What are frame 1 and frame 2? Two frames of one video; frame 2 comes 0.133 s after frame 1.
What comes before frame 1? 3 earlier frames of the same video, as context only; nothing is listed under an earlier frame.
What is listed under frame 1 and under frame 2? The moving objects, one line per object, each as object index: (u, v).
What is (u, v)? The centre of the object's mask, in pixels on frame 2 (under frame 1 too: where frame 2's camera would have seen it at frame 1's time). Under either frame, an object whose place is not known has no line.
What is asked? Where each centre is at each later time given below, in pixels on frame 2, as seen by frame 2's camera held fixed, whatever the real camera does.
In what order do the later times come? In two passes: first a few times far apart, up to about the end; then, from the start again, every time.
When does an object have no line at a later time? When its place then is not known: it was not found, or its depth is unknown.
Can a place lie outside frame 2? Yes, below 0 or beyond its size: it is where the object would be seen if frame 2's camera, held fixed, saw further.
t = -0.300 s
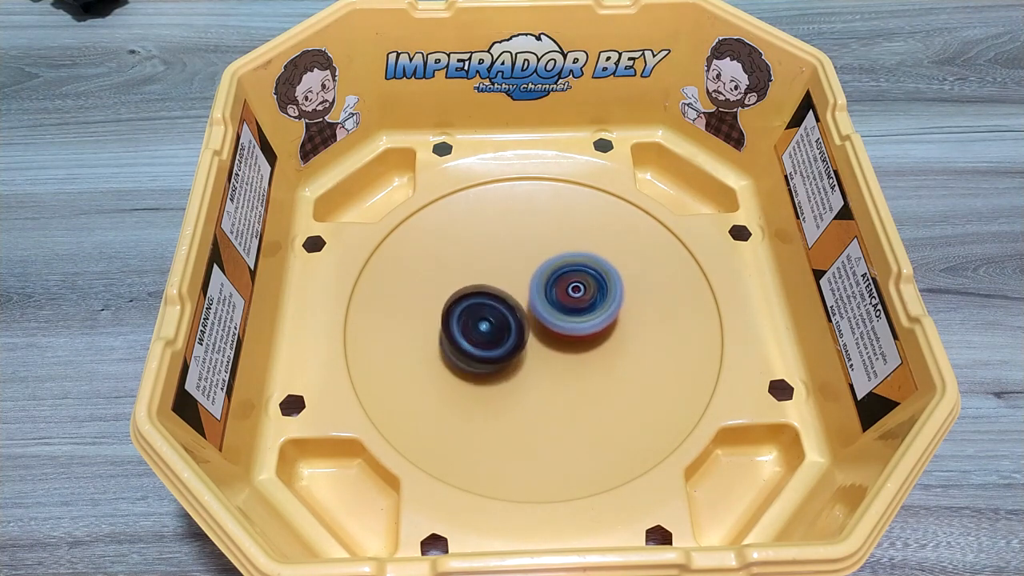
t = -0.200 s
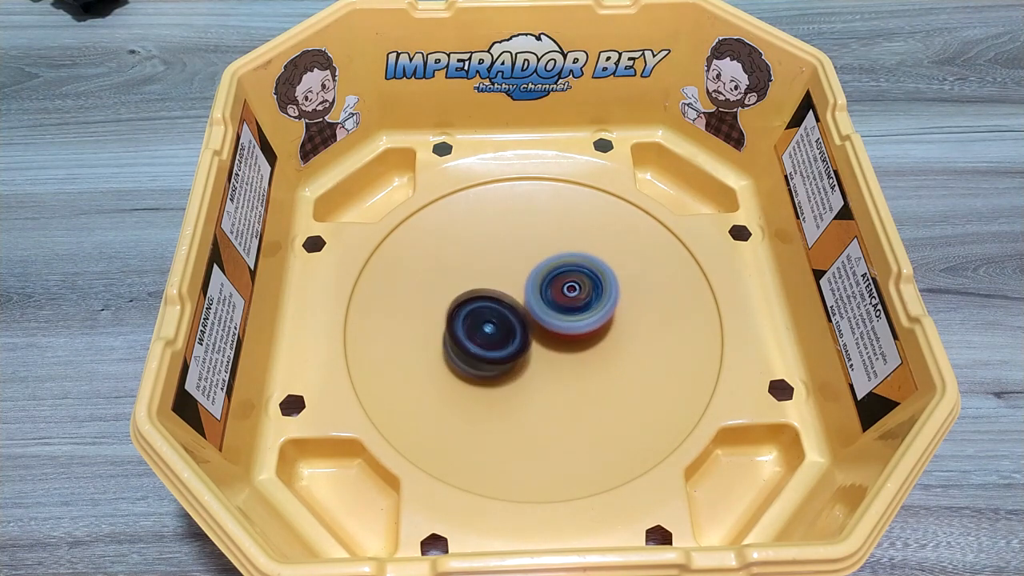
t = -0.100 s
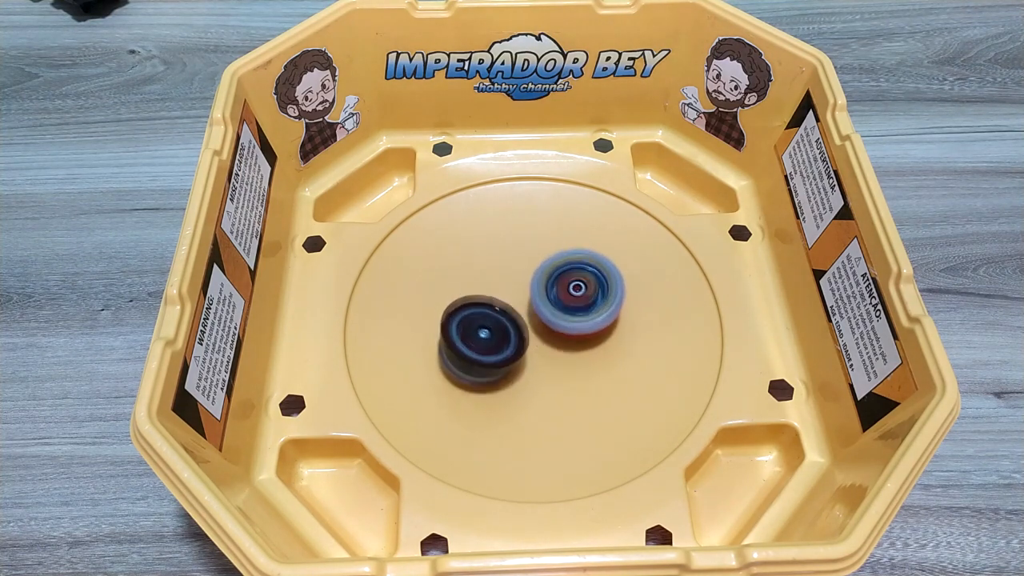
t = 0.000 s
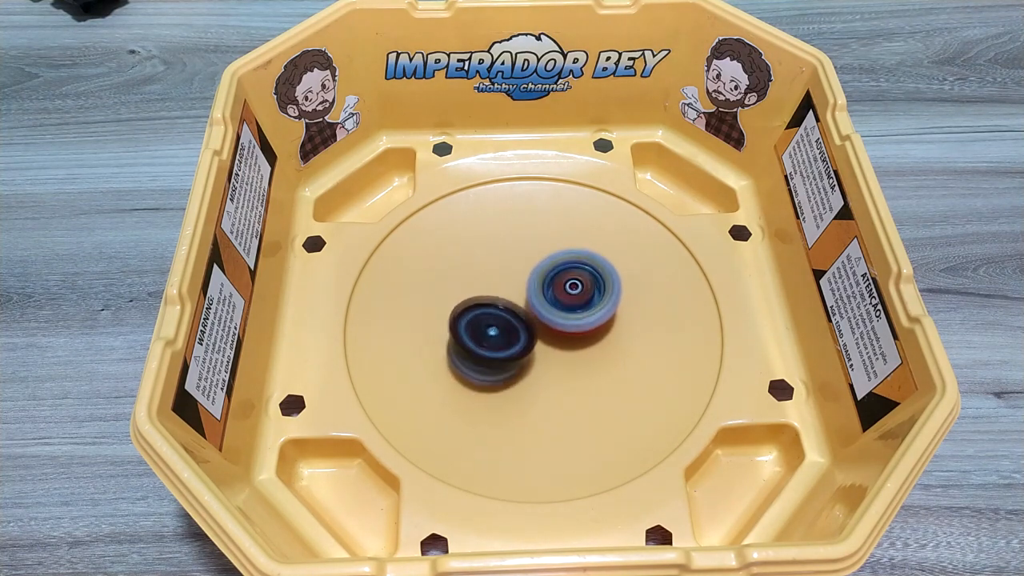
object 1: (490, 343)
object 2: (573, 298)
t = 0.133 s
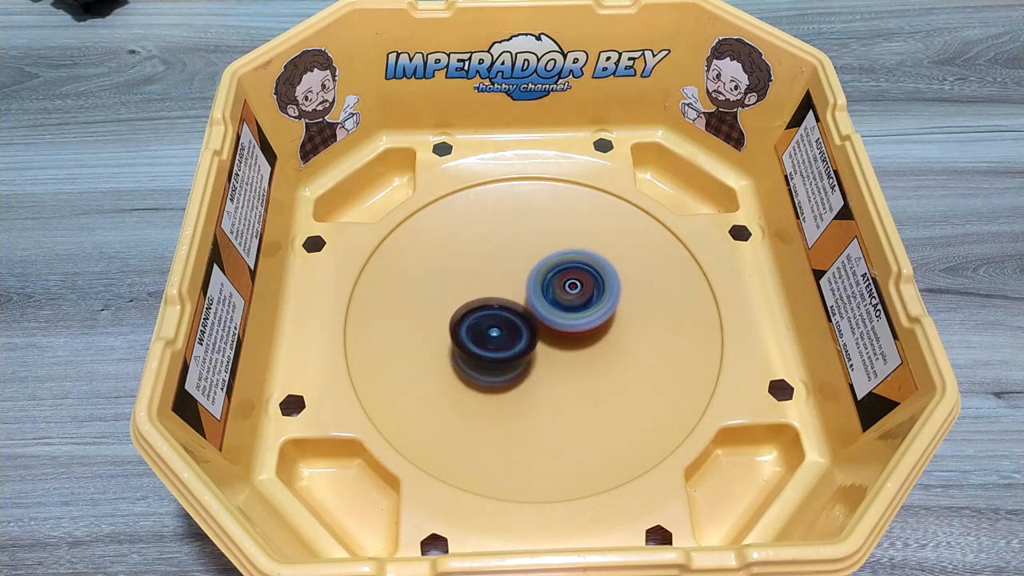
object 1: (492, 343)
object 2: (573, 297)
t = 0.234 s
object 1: (493, 345)
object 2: (573, 297)
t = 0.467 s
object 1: (498, 347)
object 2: (569, 294)
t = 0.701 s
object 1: (497, 346)
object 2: (566, 292)
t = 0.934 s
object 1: (497, 353)
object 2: (560, 291)
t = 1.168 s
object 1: (494, 367)
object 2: (558, 285)
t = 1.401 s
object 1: (500, 358)
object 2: (559, 280)
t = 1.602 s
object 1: (502, 349)
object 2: (556, 282)
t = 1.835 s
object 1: (494, 352)
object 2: (554, 286)
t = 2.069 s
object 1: (494, 362)
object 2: (549, 287)
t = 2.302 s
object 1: (500, 371)
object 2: (541, 288)
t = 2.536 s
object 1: (511, 367)
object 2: (537, 285)
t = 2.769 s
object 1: (516, 360)
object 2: (543, 279)
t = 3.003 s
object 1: (511, 358)
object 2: (545, 282)
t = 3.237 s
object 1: (499, 372)
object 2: (546, 289)
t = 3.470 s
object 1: (502, 367)
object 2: (546, 288)
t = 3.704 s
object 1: (513, 361)
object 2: (545, 282)
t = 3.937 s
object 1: (513, 366)
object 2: (546, 282)
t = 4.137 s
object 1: (515, 364)
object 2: (541, 284)
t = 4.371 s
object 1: (517, 368)
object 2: (539, 281)
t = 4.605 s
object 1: (519, 360)
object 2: (538, 278)
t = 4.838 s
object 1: (522, 363)
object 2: (536, 281)
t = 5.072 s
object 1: (517, 367)
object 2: (530, 284)
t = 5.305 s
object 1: (514, 368)
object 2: (532, 281)
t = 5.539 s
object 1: (515, 360)
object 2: (534, 278)
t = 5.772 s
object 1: (521, 369)
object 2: (533, 283)
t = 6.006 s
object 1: (512, 367)
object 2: (534, 284)
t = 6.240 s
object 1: (505, 358)
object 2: (531, 281)
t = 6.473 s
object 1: (503, 373)
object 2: (532, 287)
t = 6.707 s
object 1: (500, 367)
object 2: (531, 287)
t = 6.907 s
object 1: (501, 372)
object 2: (537, 286)
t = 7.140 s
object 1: (497, 367)
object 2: (541, 295)
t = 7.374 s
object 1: (495, 369)
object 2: (551, 299)
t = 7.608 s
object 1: (484, 378)
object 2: (546, 302)
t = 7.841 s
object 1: (504, 375)
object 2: (549, 299)
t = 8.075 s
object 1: (523, 372)
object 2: (572, 291)
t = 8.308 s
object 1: (521, 362)
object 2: (581, 290)
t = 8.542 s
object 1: (522, 375)
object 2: (556, 287)
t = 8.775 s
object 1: (524, 368)
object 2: (553, 287)
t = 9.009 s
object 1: (521, 364)
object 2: (549, 290)
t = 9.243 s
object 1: (523, 370)
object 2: (549, 289)
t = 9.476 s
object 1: (513, 366)
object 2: (548, 288)
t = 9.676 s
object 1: (512, 368)
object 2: (536, 291)
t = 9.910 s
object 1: (503, 369)
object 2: (532, 292)
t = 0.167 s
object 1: (493, 343)
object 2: (572, 297)
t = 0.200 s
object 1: (493, 344)
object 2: (573, 297)
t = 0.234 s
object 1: (493, 345)
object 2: (573, 297)
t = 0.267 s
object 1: (494, 345)
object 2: (571, 297)
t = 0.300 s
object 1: (496, 345)
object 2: (571, 297)
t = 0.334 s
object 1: (497, 346)
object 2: (571, 296)
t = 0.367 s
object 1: (497, 348)
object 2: (571, 295)
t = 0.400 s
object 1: (497, 348)
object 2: (570, 296)
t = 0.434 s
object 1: (498, 348)
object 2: (569, 295)
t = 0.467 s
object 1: (498, 347)
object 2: (569, 294)
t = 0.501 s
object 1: (496, 350)
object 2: (570, 294)
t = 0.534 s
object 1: (495, 351)
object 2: (569, 294)
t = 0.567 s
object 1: (495, 350)
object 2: (568, 293)
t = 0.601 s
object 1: (495, 350)
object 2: (568, 292)
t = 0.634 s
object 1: (495, 349)
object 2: (567, 293)
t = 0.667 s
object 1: (496, 347)
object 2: (566, 292)
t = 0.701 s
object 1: (497, 346)
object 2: (566, 292)
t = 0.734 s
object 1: (497, 347)
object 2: (566, 292)
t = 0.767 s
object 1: (497, 348)
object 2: (565, 292)
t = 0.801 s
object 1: (496, 351)
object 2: (563, 291)
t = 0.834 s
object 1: (496, 352)
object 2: (562, 291)
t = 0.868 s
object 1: (496, 352)
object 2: (561, 291)
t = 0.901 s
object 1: (497, 352)
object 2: (560, 291)
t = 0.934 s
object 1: (497, 353)
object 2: (560, 291)
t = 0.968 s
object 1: (498, 354)
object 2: (558, 290)
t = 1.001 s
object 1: (496, 358)
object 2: (559, 289)
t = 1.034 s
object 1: (492, 363)
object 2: (560, 286)
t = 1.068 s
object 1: (490, 367)
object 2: (560, 287)
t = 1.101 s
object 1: (491, 368)
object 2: (559, 287)
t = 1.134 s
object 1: (492, 368)
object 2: (557, 286)
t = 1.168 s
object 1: (494, 367)
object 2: (558, 285)
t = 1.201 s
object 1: (496, 365)
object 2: (557, 285)
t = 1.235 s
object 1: (499, 362)
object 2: (556, 285)
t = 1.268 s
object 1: (501, 360)
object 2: (556, 284)
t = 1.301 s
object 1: (503, 356)
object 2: (556, 283)
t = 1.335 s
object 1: (505, 353)
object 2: (557, 282)
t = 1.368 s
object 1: (502, 356)
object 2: (559, 281)
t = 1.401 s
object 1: (500, 358)
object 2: (559, 280)
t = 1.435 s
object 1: (499, 358)
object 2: (559, 282)
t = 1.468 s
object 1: (499, 358)
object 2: (557, 282)
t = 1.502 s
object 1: (500, 356)
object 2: (557, 282)
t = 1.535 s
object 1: (501, 354)
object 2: (557, 282)
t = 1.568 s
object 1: (502, 352)
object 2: (557, 282)
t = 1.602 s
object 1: (502, 349)
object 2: (556, 282)
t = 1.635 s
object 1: (502, 348)
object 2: (556, 283)
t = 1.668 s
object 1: (501, 347)
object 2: (556, 284)
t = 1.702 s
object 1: (499, 348)
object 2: (556, 284)
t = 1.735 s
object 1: (496, 349)
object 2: (555, 285)
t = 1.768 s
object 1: (496, 348)
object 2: (554, 286)
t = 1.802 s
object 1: (495, 349)
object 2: (554, 286)
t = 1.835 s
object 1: (494, 352)
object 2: (554, 286)
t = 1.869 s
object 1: (493, 354)
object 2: (552, 287)
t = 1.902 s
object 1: (494, 354)
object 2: (550, 286)
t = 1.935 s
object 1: (495, 354)
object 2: (550, 286)
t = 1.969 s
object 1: (495, 353)
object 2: (550, 286)
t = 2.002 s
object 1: (496, 355)
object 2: (549, 286)
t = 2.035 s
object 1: (496, 358)
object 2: (549, 286)
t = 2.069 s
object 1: (494, 362)
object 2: (549, 287)
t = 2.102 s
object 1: (493, 368)
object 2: (547, 288)
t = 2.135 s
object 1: (493, 371)
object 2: (546, 288)
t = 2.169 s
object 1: (494, 373)
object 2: (545, 287)
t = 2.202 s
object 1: (495, 373)
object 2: (545, 288)
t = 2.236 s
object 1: (496, 374)
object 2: (543, 289)
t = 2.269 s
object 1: (498, 373)
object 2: (542, 289)
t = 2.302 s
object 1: (500, 371)
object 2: (541, 288)
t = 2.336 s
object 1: (503, 370)
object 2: (541, 289)
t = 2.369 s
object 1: (505, 368)
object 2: (540, 288)
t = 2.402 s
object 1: (506, 371)
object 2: (540, 288)
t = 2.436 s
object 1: (506, 371)
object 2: (541, 288)
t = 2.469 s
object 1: (508, 371)
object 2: (539, 287)
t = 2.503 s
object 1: (509, 369)
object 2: (537, 286)
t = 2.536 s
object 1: (511, 367)
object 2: (537, 285)
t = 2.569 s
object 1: (513, 368)
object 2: (539, 283)
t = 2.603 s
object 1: (514, 369)
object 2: (541, 283)
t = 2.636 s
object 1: (516, 368)
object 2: (542, 283)
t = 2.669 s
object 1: (516, 366)
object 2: (541, 282)
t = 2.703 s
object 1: (516, 363)
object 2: (541, 281)
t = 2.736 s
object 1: (516, 361)
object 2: (541, 279)
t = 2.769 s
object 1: (516, 360)
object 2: (543, 279)
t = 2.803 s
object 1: (516, 359)
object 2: (544, 279)
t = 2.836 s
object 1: (514, 359)
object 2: (544, 279)
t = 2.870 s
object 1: (512, 362)
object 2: (545, 280)
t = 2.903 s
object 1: (512, 361)
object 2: (546, 281)
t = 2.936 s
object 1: (511, 361)
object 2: (545, 282)
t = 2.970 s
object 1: (511, 359)
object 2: (544, 282)
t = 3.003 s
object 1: (511, 358)
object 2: (545, 282)
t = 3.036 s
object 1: (510, 358)
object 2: (546, 282)
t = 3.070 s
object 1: (510, 359)
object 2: (547, 283)
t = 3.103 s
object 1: (509, 362)
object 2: (548, 284)
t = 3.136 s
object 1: (505, 366)
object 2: (548, 286)
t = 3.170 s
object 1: (502, 370)
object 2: (547, 288)
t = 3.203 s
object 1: (500, 372)
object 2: (546, 289)
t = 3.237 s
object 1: (499, 372)
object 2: (546, 289)
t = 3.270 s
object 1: (499, 372)
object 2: (545, 290)
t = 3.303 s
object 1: (499, 371)
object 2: (545, 291)
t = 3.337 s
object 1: (500, 369)
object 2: (544, 291)
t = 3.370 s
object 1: (501, 368)
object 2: (543, 291)
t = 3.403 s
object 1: (501, 369)
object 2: (544, 289)
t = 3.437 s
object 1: (501, 368)
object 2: (544, 288)
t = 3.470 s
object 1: (502, 367)
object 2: (546, 288)
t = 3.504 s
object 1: (503, 366)
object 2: (545, 289)
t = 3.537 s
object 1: (504, 366)
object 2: (544, 287)
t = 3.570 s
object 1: (506, 367)
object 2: (545, 286)
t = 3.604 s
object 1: (508, 366)
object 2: (545, 285)
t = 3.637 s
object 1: (510, 363)
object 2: (545, 284)
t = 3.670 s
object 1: (512, 361)
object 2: (545, 283)
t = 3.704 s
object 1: (513, 361)
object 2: (545, 282)
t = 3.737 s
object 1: (514, 361)
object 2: (545, 281)
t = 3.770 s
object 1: (515, 361)
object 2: (544, 282)
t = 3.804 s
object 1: (516, 360)
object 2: (545, 281)
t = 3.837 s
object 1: (517, 361)
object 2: (546, 281)
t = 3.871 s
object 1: (517, 361)
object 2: (546, 281)
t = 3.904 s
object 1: (515, 363)
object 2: (545, 282)
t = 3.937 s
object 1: (513, 366)
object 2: (546, 282)
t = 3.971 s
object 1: (513, 368)
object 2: (547, 283)
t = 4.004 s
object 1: (513, 368)
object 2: (546, 285)
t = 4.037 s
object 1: (513, 366)
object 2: (544, 284)
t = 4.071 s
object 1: (512, 365)
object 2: (543, 285)
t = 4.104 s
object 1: (513, 363)
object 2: (542, 285)
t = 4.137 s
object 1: (515, 364)
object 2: (541, 284)
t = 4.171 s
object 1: (517, 365)
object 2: (541, 284)
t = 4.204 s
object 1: (517, 369)
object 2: (542, 284)
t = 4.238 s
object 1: (518, 369)
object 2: (542, 285)
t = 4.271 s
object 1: (519, 368)
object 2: (540, 285)
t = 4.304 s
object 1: (517, 367)
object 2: (539, 283)
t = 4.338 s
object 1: (517, 368)
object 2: (539, 282)
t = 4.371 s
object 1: (517, 368)
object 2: (539, 281)
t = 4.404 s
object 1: (518, 367)
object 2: (538, 281)
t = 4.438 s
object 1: (518, 365)
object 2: (537, 280)
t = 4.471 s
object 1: (519, 364)
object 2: (537, 279)
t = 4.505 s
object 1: (519, 363)
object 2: (538, 279)
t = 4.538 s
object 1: (520, 362)
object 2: (538, 279)
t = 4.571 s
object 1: (519, 360)
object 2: (538, 278)
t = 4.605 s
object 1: (519, 360)
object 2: (538, 278)
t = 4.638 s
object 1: (519, 359)
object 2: (538, 278)
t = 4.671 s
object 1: (519, 358)
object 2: (538, 278)
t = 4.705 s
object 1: (518, 358)
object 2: (538, 278)
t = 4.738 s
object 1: (518, 362)
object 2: (538, 279)
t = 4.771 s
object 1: (519, 363)
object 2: (539, 279)
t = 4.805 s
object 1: (521, 363)
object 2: (539, 280)
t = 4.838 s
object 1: (522, 363)
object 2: (536, 281)
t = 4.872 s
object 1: (521, 363)
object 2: (534, 281)
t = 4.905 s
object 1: (520, 367)
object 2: (535, 281)
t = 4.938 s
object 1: (519, 370)
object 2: (535, 282)
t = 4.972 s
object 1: (519, 371)
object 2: (535, 283)
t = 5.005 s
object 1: (519, 370)
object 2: (533, 283)
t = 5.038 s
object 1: (519, 369)
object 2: (531, 284)
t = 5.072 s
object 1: (517, 367)
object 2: (530, 284)
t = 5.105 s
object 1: (516, 366)
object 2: (529, 283)
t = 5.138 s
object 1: (516, 365)
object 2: (530, 283)
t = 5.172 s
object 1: (515, 368)
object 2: (533, 282)
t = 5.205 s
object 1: (516, 371)
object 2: (534, 281)
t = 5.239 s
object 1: (516, 371)
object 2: (534, 281)
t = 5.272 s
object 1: (517, 369)
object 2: (533, 281)
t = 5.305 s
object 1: (514, 368)
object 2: (532, 281)
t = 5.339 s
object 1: (513, 365)
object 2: (531, 280)
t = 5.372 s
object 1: (513, 362)
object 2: (531, 279)
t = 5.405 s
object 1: (514, 359)
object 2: (531, 277)
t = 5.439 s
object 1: (515, 358)
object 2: (532, 276)
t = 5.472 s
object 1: (514, 357)
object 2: (533, 276)
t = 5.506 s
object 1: (514, 358)
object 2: (534, 277)
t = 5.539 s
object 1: (515, 360)
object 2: (534, 278)
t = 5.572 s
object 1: (520, 360)
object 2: (533, 279)
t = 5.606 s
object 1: (521, 361)
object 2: (533, 279)
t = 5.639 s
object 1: (522, 363)
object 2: (534, 278)
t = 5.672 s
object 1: (521, 367)
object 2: (535, 280)
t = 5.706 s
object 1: (521, 369)
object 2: (537, 282)
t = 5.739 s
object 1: (521, 370)
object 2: (536, 283)
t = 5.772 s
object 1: (521, 369)
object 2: (533, 283)
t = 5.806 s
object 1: (520, 368)
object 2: (531, 284)
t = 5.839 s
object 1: (517, 367)
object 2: (531, 284)
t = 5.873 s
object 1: (516, 365)
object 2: (532, 284)
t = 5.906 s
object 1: (515, 367)
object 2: (534, 283)
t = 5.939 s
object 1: (514, 368)
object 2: (536, 283)
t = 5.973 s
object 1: (514, 368)
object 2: (536, 284)
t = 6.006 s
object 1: (512, 367)
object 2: (534, 284)
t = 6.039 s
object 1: (511, 365)
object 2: (533, 283)
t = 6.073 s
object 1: (511, 364)
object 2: (533, 282)
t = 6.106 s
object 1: (511, 363)
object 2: (534, 282)
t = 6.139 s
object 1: (510, 361)
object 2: (535, 282)
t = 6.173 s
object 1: (510, 361)
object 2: (533, 282)
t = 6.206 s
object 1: (507, 361)
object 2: (532, 282)
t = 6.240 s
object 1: (505, 358)
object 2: (531, 281)
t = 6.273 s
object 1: (504, 357)
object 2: (532, 282)
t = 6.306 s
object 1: (504, 356)
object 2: (533, 282)
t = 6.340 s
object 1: (505, 357)
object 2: (531, 282)
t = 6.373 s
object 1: (505, 364)
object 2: (529, 283)
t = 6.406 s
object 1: (503, 368)
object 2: (530, 284)
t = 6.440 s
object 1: (503, 372)
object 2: (532, 285)
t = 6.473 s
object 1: (503, 373)
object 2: (532, 287)
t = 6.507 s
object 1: (503, 373)
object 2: (531, 288)
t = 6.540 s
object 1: (502, 372)
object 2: (528, 288)
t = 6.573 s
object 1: (501, 370)
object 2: (527, 287)
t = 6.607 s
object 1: (500, 370)
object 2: (528, 286)
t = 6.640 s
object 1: (499, 370)
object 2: (531, 286)
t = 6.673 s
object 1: (499, 368)
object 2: (532, 287)
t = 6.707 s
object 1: (500, 367)
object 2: (531, 287)
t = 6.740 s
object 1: (500, 368)
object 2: (530, 287)
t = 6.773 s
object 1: (501, 370)
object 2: (531, 286)
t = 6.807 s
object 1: (503, 369)
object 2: (532, 285)
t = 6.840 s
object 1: (504, 368)
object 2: (533, 286)
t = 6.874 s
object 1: (502, 369)
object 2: (535, 285)
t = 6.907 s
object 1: (501, 372)
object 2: (537, 286)
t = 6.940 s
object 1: (500, 374)
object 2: (541, 288)
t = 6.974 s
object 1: (499, 374)
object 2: (542, 291)
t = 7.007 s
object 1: (498, 372)
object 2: (540, 293)
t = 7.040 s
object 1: (497, 370)
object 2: (539, 295)
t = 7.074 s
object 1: (498, 368)
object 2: (539, 294)
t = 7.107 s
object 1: (498, 368)
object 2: (540, 294)
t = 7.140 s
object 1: (497, 367)
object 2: (541, 295)
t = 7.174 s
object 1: (496, 366)
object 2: (542, 295)
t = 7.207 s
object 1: (494, 367)
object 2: (544, 296)
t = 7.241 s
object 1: (493, 368)
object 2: (546, 296)
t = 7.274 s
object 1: (495, 368)
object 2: (550, 298)
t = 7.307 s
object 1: (497, 366)
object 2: (552, 299)
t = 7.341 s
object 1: (498, 366)
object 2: (551, 300)
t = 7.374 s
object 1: (495, 369)
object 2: (551, 299)
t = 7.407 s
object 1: (489, 371)
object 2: (550, 301)
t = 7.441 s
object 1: (488, 374)
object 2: (551, 302)
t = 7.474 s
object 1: (488, 375)
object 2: (551, 303)
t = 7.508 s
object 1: (489, 374)
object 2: (548, 305)
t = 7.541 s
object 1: (489, 372)
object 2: (545, 304)
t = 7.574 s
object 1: (488, 373)
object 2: (544, 304)
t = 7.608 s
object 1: (484, 378)
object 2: (546, 302)
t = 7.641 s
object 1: (482, 381)
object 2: (548, 302)
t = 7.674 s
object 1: (484, 383)
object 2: (550, 302)
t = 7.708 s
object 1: (487, 384)
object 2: (551, 303)
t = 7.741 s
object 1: (492, 382)
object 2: (551, 304)
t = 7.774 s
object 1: (496, 380)
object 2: (550, 304)
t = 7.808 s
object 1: (501, 376)
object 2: (549, 302)
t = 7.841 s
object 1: (504, 375)
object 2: (549, 299)
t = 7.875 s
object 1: (509, 376)
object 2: (551, 298)
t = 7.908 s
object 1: (513, 374)
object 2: (555, 298)
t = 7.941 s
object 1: (514, 373)
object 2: (559, 298)
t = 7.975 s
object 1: (516, 374)
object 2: (564, 297)
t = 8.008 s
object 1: (517, 375)
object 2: (568, 295)
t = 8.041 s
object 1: (520, 375)
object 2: (570, 293)
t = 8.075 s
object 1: (523, 372)
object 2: (572, 291)
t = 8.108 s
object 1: (525, 367)
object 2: (574, 290)
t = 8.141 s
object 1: (527, 363)
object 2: (575, 290)
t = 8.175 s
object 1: (528, 359)
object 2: (575, 291)
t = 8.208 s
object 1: (527, 357)
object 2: (577, 289)
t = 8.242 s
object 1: (523, 360)
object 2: (579, 289)
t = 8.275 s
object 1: (521, 363)
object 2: (582, 290)
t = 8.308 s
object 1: (521, 362)
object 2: (581, 290)
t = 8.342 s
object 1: (521, 362)
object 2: (579, 290)
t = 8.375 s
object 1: (523, 362)
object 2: (575, 290)
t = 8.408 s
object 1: (524, 361)
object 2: (571, 291)
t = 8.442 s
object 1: (525, 362)
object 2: (567, 291)
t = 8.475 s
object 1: (525, 365)
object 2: (563, 291)
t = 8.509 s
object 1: (523, 371)
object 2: (560, 290)
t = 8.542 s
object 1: (522, 375)
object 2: (556, 287)
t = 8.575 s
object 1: (523, 378)
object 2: (553, 286)
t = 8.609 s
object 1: (523, 379)
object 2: (550, 285)
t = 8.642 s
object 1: (524, 378)
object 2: (550, 284)
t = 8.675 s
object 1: (524, 377)
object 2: (551, 284)
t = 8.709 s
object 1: (523, 375)
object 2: (553, 285)
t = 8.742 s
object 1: (523, 372)
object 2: (554, 286)
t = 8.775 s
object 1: (524, 368)
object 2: (553, 287)
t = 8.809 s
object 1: (524, 365)
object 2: (552, 287)
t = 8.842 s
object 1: (523, 366)
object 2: (552, 287)
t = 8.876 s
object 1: (523, 365)
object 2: (552, 286)
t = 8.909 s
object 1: (522, 365)
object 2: (552, 287)
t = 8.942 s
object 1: (523, 364)
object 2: (551, 288)
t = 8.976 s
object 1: (522, 365)
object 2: (550, 290)
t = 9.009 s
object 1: (521, 364)
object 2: (549, 290)
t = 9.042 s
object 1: (521, 363)
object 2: (548, 291)
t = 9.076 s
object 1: (523, 363)
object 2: (549, 291)
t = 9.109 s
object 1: (524, 365)
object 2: (549, 290)
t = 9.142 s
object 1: (523, 366)
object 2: (549, 289)
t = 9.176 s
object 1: (523, 366)
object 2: (550, 289)
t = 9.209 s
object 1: (523, 368)
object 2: (550, 288)
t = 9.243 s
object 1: (523, 370)
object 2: (549, 289)
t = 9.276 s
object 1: (524, 371)
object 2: (550, 287)
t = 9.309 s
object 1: (524, 370)
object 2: (550, 286)
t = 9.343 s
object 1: (523, 369)
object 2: (548, 287)
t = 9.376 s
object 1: (522, 367)
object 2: (547, 289)
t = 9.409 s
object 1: (521, 366)
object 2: (548, 287)
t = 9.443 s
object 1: (517, 366)
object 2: (548, 289)
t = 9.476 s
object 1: (513, 366)
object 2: (548, 288)
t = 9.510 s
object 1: (512, 367)
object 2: (546, 290)
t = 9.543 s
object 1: (512, 365)
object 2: (544, 291)
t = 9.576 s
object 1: (514, 362)
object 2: (543, 292)
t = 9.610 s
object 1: (515, 363)
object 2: (541, 292)
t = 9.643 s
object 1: (514, 366)
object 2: (540, 292)
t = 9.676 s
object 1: (512, 368)
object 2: (536, 291)
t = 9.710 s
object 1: (507, 370)
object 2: (534, 290)
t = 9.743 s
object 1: (502, 371)
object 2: (533, 291)
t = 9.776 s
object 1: (501, 372)
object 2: (532, 292)
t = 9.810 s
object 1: (502, 370)
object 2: (533, 292)
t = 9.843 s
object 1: (502, 370)
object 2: (533, 292)
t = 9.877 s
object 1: (502, 369)
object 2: (533, 292)
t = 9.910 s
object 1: (503, 369)
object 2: (532, 292)
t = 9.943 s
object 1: (504, 369)
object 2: (532, 293)
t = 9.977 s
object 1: (504, 369)
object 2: (532, 293)
